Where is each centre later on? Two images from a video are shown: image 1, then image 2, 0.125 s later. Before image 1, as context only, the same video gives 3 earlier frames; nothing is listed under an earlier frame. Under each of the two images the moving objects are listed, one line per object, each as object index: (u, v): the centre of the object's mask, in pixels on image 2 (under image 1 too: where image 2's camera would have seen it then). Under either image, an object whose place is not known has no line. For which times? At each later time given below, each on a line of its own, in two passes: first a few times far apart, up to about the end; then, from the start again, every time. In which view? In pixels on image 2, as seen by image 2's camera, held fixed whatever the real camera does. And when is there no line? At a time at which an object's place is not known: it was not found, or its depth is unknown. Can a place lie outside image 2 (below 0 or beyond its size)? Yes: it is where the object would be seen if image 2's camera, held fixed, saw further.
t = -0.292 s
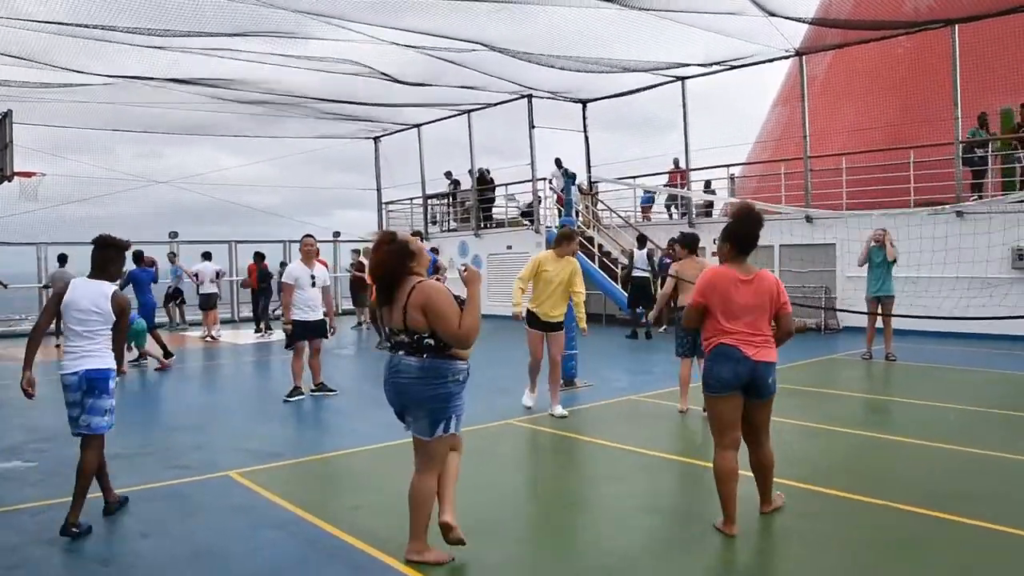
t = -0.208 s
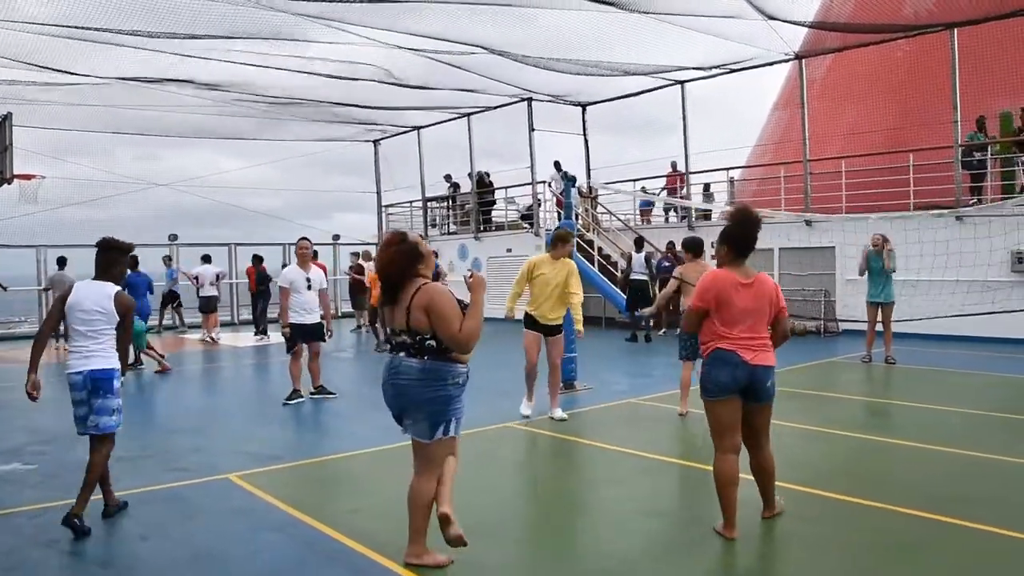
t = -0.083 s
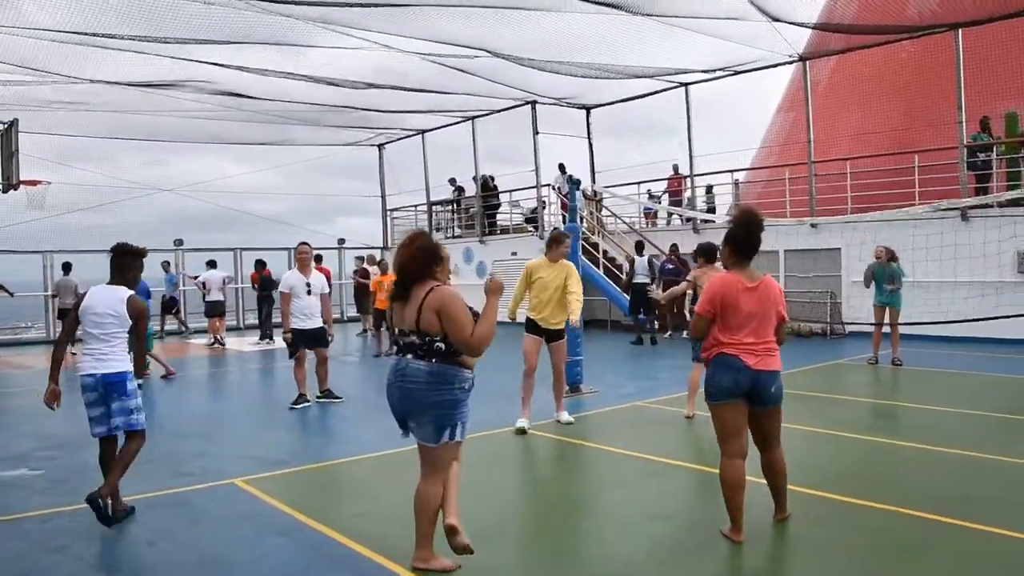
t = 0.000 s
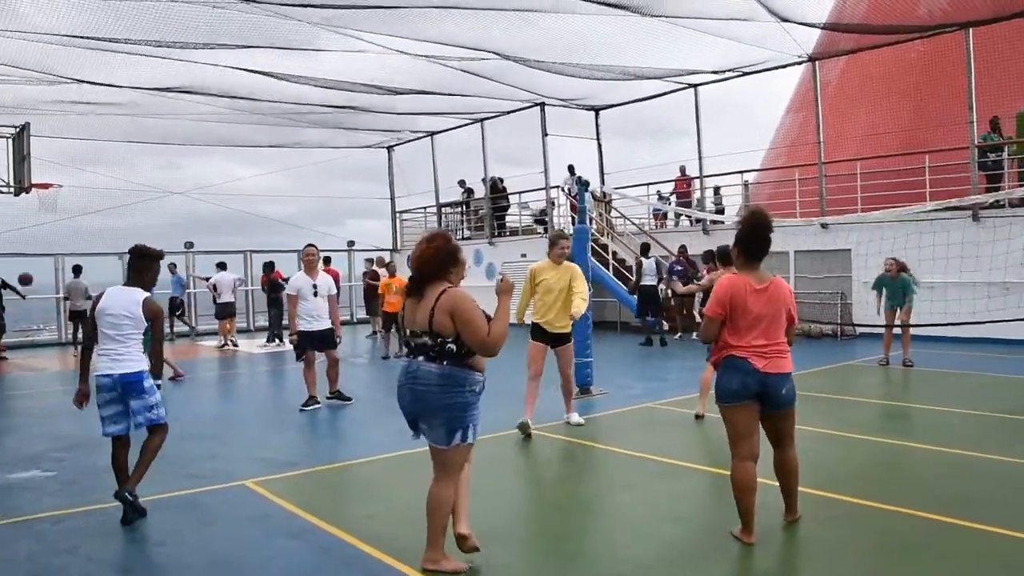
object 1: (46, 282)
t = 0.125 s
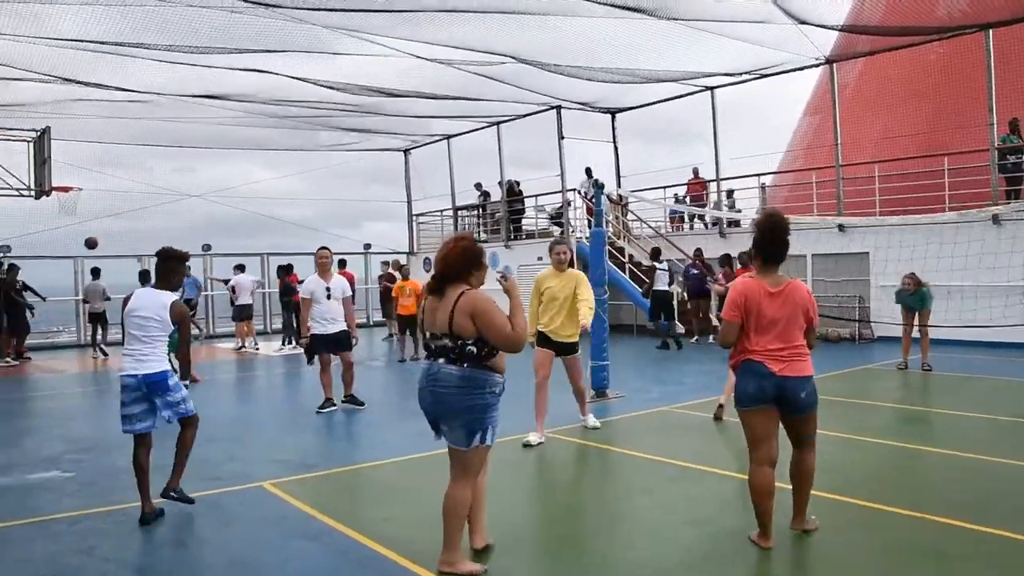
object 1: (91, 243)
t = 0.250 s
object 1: (134, 215)
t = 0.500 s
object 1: (215, 188)
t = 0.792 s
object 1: (300, 197)
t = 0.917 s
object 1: (332, 213)
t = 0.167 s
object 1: (106, 232)
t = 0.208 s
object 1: (120, 223)
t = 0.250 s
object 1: (134, 215)
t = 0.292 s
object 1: (148, 208)
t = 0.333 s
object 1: (162, 201)
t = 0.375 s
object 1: (176, 197)
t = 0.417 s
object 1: (189, 193)
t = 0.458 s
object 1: (202, 190)
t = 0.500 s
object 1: (215, 188)
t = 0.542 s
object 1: (228, 186)
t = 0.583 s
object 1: (240, 186)
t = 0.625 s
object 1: (252, 187)
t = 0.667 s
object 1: (264, 188)
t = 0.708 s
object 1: (276, 190)
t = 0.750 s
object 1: (288, 193)
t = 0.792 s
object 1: (300, 197)
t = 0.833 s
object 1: (311, 201)
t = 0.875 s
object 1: (322, 207)
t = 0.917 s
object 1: (332, 213)
